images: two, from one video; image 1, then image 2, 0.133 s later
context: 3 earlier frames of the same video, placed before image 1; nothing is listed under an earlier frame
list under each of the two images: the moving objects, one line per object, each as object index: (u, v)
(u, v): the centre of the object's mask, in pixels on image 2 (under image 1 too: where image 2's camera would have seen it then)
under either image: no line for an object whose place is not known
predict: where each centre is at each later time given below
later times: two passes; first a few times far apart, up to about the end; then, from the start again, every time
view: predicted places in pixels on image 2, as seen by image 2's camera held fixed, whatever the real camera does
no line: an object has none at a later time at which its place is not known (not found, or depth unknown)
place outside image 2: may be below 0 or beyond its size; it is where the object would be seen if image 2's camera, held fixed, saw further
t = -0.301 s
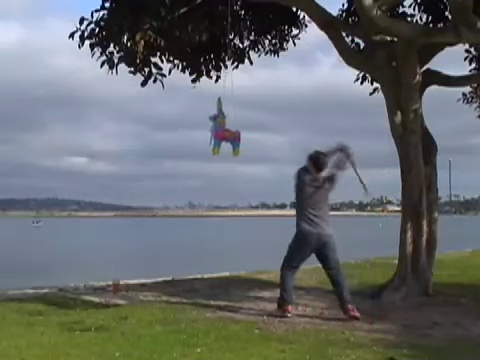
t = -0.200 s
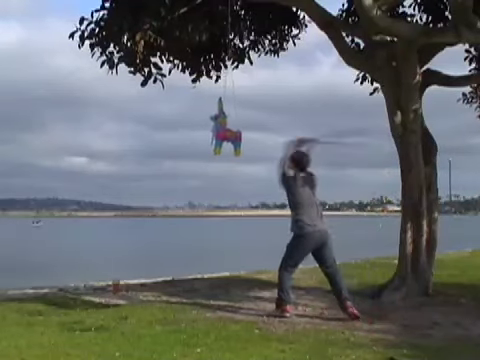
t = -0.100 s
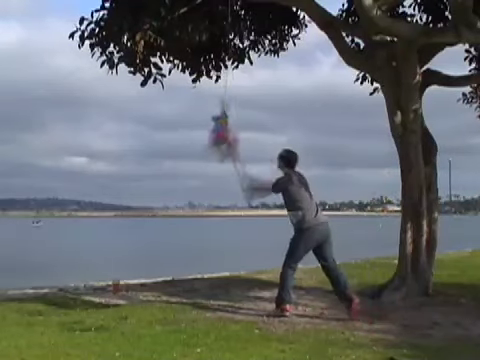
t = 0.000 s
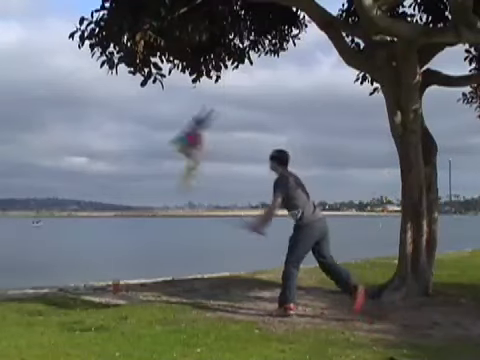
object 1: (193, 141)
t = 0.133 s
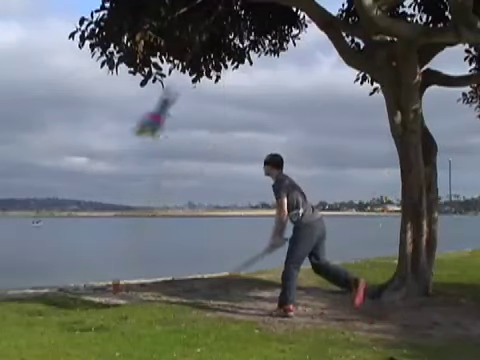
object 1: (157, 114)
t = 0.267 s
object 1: (133, 96)
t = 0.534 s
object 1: (119, 75)
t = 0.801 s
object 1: (131, 92)
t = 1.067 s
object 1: (173, 119)
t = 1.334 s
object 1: (233, 131)
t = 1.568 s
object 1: (278, 119)
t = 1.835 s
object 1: (301, 106)
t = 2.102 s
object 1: (297, 111)
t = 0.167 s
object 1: (149, 111)
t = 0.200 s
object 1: (142, 106)
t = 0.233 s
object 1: (137, 101)
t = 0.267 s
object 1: (133, 96)
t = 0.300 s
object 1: (130, 92)
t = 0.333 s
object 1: (124, 89)
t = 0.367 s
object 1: (123, 85)
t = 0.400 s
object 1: (122, 81)
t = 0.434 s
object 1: (120, 79)
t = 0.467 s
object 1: (121, 76)
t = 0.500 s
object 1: (120, 75)
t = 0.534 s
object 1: (119, 75)
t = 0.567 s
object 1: (120, 75)
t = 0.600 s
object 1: (123, 75)
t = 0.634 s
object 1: (123, 76)
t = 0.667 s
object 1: (124, 78)
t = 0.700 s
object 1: (125, 81)
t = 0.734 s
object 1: (126, 84)
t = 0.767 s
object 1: (128, 88)
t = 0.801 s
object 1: (131, 92)
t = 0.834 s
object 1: (135, 95)
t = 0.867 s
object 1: (140, 97)
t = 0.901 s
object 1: (142, 103)
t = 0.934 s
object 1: (147, 106)
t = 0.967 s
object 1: (153, 110)
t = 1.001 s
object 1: (160, 112)
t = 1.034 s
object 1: (167, 115)
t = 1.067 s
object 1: (173, 119)
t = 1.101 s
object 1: (180, 122)
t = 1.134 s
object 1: (187, 126)
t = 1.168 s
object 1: (194, 128)
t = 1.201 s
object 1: (202, 129)
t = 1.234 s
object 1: (210, 131)
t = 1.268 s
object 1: (218, 131)
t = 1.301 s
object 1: (225, 131)
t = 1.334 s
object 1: (233, 131)
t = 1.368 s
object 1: (241, 130)
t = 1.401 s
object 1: (248, 129)
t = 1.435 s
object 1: (255, 127)
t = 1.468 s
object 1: (261, 125)
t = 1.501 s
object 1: (267, 123)
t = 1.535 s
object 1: (273, 121)
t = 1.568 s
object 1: (278, 119)
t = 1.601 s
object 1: (283, 117)
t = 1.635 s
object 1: (287, 115)
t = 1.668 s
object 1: (291, 113)
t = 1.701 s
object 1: (294, 111)
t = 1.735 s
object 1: (297, 110)
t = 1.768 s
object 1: (299, 109)
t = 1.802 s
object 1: (300, 107)
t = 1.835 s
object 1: (301, 106)
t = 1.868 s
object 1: (302, 106)
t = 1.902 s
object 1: (303, 106)
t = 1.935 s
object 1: (303, 107)
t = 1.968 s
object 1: (303, 107)
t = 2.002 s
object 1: (302, 107)
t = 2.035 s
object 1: (301, 108)
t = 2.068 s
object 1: (299, 109)
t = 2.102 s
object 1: (297, 111)
